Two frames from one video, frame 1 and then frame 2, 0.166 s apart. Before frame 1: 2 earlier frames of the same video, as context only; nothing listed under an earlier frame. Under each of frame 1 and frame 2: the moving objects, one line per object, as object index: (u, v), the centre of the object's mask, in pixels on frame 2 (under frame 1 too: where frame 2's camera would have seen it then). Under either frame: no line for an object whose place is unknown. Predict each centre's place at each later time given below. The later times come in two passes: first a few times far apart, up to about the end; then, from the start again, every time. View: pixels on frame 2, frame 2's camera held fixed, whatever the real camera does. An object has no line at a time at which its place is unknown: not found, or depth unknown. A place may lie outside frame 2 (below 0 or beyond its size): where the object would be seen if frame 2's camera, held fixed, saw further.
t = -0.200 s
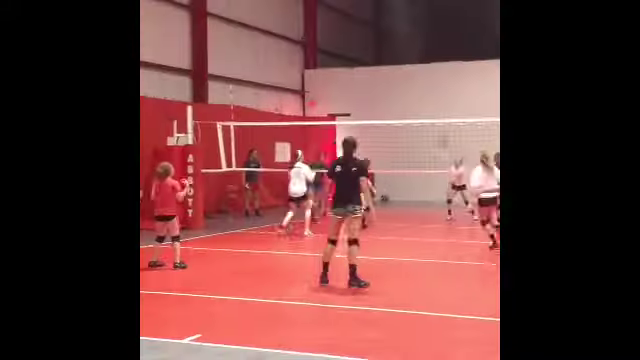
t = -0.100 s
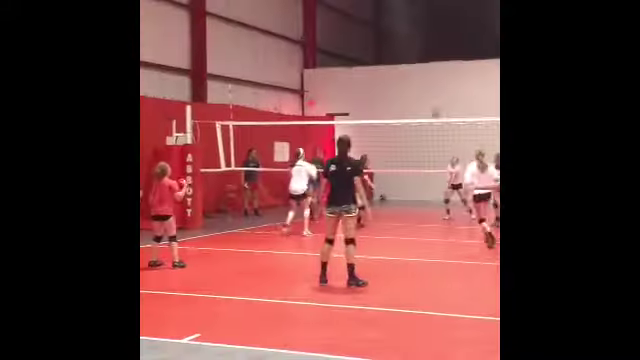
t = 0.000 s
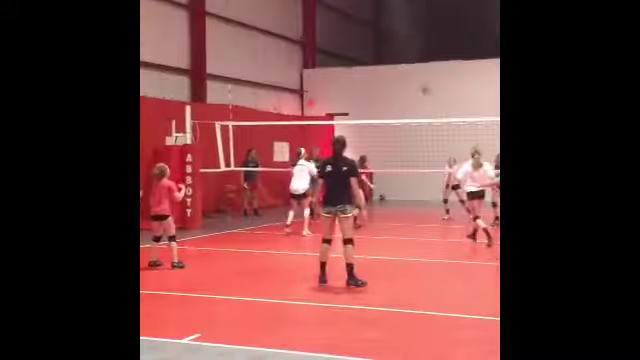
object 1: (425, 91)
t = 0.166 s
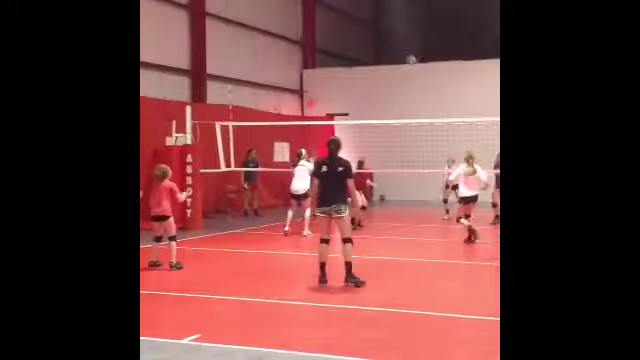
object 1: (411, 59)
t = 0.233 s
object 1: (405, 52)
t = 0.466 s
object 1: (383, 39)
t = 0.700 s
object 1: (360, 51)
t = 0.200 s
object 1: (408, 56)
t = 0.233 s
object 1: (405, 52)
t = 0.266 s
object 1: (402, 48)
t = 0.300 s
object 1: (399, 45)
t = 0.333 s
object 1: (395, 42)
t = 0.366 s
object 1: (392, 41)
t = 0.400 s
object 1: (389, 39)
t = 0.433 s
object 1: (386, 39)
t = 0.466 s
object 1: (383, 39)
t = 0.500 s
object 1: (380, 38)
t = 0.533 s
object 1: (377, 39)
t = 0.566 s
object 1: (372, 41)
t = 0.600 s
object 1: (370, 43)
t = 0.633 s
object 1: (366, 45)
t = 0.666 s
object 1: (363, 48)
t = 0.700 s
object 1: (360, 51)
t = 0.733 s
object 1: (357, 56)
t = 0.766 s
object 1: (353, 59)
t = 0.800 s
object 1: (350, 63)
